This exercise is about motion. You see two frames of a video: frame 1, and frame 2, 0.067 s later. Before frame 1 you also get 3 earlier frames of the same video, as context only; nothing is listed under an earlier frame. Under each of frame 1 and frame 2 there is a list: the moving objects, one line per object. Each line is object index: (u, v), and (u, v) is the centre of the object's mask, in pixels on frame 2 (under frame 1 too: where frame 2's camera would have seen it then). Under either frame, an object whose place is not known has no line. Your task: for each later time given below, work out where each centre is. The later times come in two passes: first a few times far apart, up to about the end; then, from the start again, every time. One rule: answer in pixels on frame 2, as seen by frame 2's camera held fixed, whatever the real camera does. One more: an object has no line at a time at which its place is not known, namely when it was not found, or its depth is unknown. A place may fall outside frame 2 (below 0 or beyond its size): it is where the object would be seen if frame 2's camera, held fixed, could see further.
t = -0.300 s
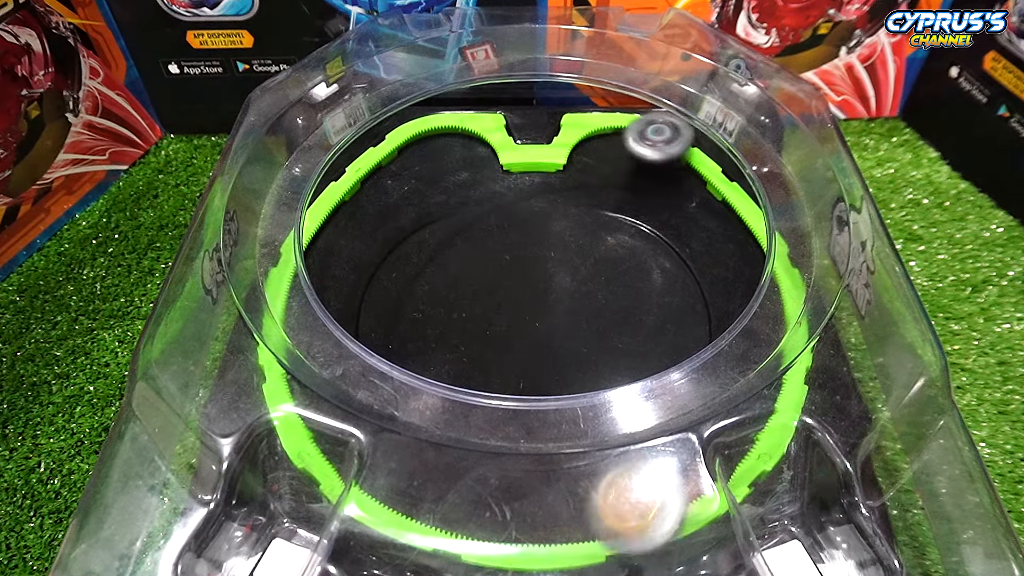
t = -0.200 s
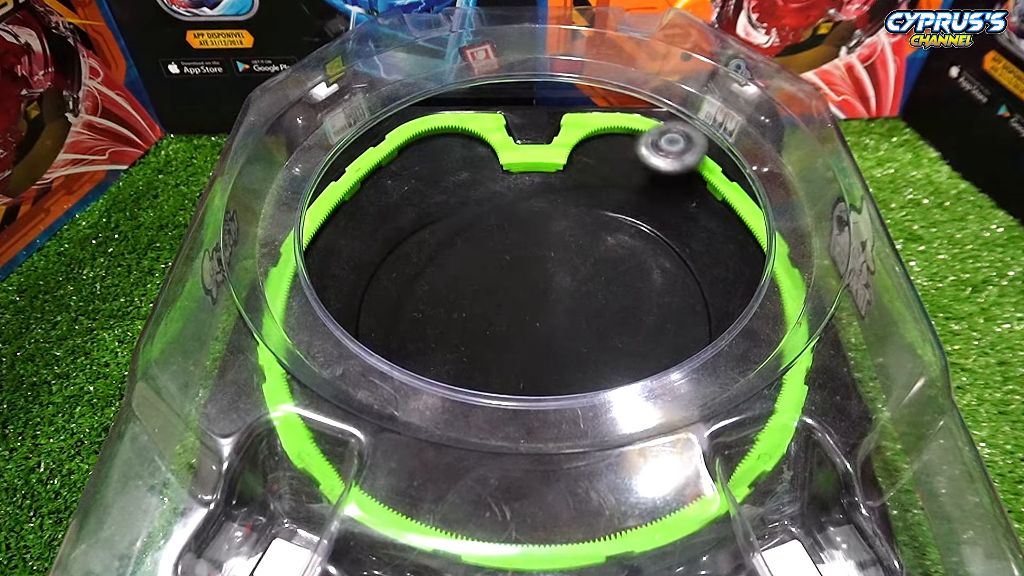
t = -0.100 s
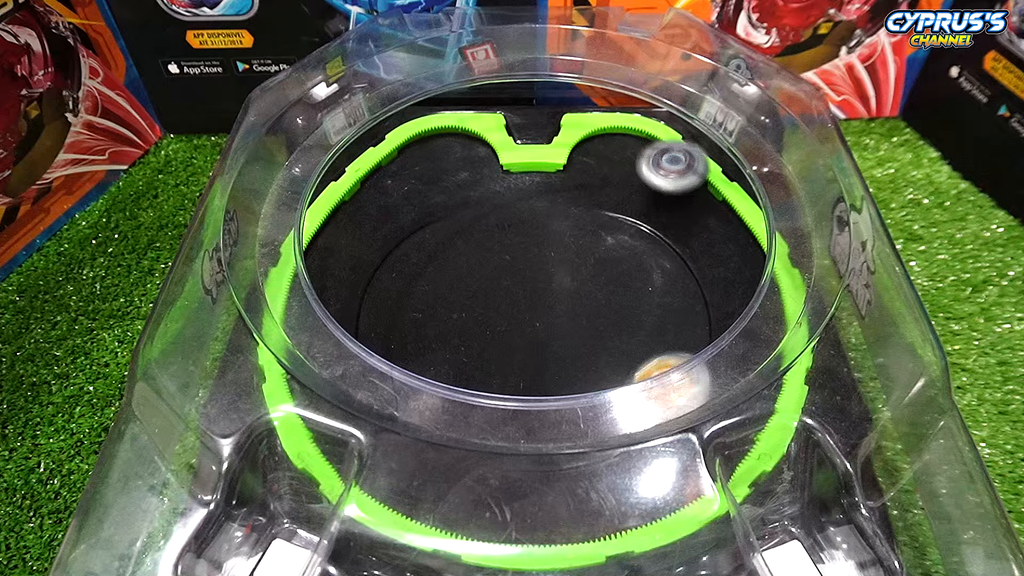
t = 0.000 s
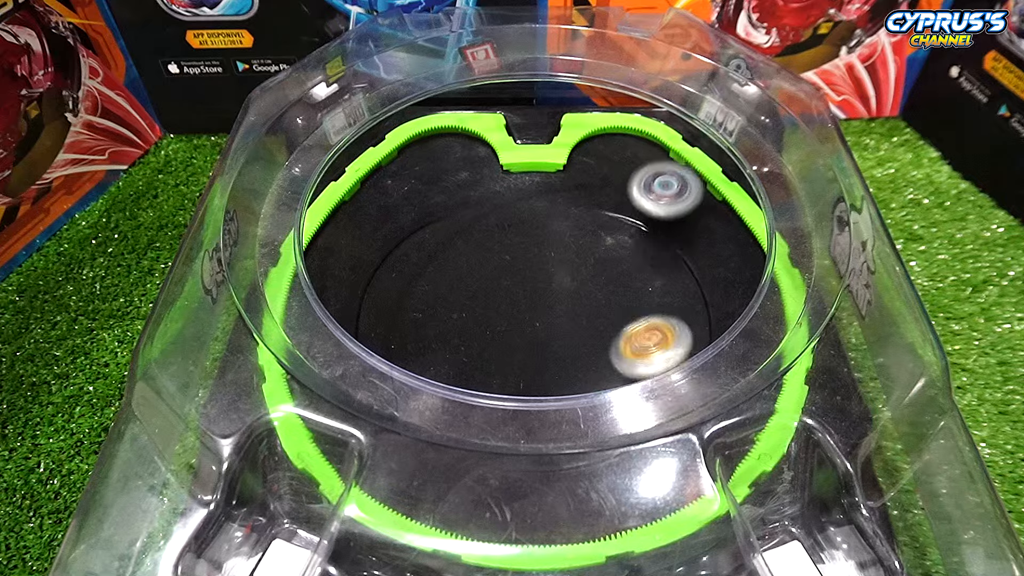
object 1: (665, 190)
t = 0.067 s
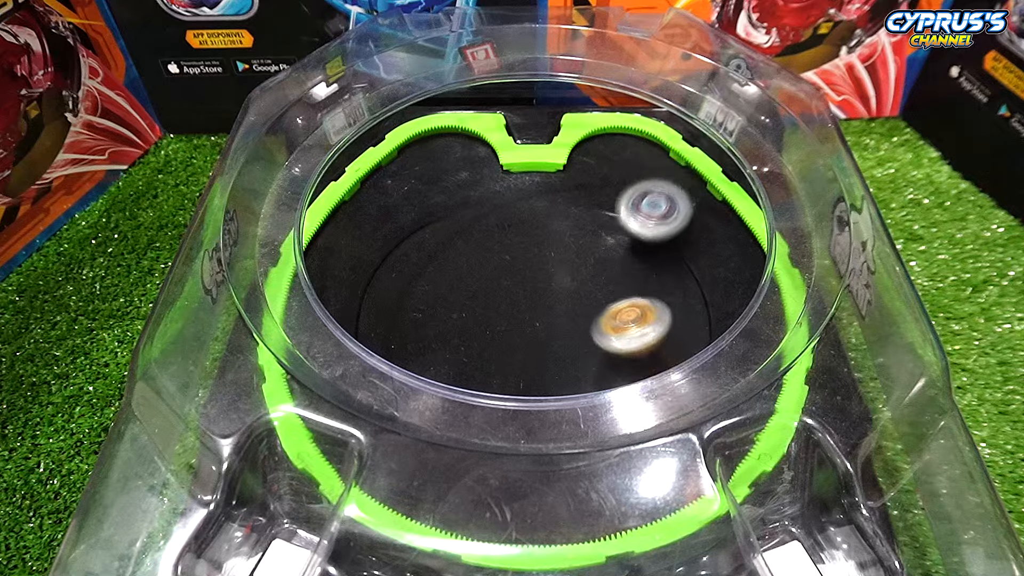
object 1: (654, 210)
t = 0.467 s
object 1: (520, 251)
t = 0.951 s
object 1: (527, 263)
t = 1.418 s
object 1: (524, 260)
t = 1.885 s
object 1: (615, 165)
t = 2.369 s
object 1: (644, 162)
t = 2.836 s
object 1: (630, 128)
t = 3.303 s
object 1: (540, 305)
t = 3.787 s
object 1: (510, 263)
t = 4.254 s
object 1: (542, 352)
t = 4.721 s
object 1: (596, 341)
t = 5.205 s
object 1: (616, 256)
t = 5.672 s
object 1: (640, 232)
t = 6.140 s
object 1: (470, 243)
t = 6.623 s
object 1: (427, 280)
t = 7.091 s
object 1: (486, 394)
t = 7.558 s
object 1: (529, 356)
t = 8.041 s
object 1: (639, 270)
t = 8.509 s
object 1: (543, 261)
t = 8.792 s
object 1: (495, 241)
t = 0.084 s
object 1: (651, 219)
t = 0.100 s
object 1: (648, 226)
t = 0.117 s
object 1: (645, 235)
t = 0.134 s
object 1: (642, 245)
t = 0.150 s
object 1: (639, 253)
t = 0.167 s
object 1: (636, 252)
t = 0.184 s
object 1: (632, 252)
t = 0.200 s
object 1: (629, 255)
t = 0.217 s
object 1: (624, 262)
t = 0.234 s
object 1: (619, 270)
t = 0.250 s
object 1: (612, 272)
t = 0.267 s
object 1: (605, 275)
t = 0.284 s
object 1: (597, 276)
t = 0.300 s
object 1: (589, 277)
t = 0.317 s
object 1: (580, 277)
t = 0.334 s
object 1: (572, 276)
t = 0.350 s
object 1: (564, 275)
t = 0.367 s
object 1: (556, 273)
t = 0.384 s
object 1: (549, 270)
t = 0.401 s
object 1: (542, 267)
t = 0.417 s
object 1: (536, 264)
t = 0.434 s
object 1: (531, 260)
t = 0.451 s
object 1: (525, 256)
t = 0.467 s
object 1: (520, 251)
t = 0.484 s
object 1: (516, 246)
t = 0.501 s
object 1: (512, 241)
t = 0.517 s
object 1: (509, 235)
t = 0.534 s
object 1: (507, 229)
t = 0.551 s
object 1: (507, 224)
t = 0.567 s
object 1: (507, 218)
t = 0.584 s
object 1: (509, 214)
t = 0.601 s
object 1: (512, 210)
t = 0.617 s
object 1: (516, 207)
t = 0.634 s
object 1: (520, 205)
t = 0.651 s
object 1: (525, 204)
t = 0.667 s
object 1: (530, 203)
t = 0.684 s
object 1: (535, 203)
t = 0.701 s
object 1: (540, 205)
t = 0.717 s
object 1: (545, 208)
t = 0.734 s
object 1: (550, 213)
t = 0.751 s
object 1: (553, 219)
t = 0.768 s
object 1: (555, 226)
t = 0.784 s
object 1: (556, 233)
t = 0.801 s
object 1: (556, 241)
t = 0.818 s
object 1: (553, 249)
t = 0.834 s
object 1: (550, 256)
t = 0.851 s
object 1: (545, 263)
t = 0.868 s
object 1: (539, 270)
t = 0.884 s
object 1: (537, 268)
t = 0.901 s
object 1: (535, 266)
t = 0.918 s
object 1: (532, 264)
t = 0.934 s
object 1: (529, 263)
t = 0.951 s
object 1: (527, 263)
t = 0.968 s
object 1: (525, 262)
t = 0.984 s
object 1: (523, 262)
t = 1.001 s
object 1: (521, 262)
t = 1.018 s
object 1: (520, 262)
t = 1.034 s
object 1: (519, 262)
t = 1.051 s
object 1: (517, 262)
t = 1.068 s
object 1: (516, 262)
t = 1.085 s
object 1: (515, 261)
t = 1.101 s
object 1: (514, 261)
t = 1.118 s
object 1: (513, 261)
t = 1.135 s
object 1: (512, 261)
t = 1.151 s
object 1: (511, 261)
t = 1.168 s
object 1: (511, 261)
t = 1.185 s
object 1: (511, 260)
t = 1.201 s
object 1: (510, 260)
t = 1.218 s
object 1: (511, 260)
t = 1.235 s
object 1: (511, 261)
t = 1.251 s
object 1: (511, 261)
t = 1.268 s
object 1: (512, 262)
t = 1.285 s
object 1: (513, 263)
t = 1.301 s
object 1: (513, 264)
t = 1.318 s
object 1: (514, 265)
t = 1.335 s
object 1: (515, 267)
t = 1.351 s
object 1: (515, 268)
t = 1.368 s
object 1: (516, 269)
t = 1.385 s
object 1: (518, 269)
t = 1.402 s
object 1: (521, 264)
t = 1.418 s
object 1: (524, 260)
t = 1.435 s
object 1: (527, 256)
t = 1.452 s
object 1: (528, 254)
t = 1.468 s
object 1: (530, 253)
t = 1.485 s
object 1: (531, 252)
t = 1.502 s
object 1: (533, 252)
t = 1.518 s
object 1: (535, 252)
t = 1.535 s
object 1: (536, 253)
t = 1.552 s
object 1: (538, 255)
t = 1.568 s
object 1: (539, 257)
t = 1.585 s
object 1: (541, 259)
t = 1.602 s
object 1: (542, 261)
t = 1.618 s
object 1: (544, 263)
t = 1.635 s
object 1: (545, 266)
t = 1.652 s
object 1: (546, 268)
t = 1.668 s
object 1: (546, 270)
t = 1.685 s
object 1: (546, 273)
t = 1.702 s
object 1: (546, 275)
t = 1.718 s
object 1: (545, 277)
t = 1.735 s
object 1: (549, 265)
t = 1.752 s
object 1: (556, 248)
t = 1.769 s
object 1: (562, 233)
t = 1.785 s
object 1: (569, 219)
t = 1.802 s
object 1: (576, 206)
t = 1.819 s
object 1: (584, 194)
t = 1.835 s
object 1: (592, 185)
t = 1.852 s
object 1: (600, 177)
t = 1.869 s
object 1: (607, 171)
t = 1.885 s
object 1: (615, 165)
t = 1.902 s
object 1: (622, 161)
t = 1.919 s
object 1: (629, 158)
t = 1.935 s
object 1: (634, 154)
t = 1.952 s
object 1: (640, 151)
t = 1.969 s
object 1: (646, 148)
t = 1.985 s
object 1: (651, 144)
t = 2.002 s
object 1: (657, 140)
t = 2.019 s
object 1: (660, 138)
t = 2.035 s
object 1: (663, 137)
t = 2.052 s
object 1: (663, 137)
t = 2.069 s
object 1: (663, 138)
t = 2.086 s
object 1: (663, 138)
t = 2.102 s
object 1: (664, 138)
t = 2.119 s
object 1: (664, 139)
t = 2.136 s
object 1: (665, 140)
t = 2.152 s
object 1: (665, 140)
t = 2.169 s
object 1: (666, 141)
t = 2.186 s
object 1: (665, 141)
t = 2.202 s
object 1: (665, 142)
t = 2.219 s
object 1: (664, 144)
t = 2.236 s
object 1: (663, 146)
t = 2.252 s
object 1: (662, 147)
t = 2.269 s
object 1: (660, 149)
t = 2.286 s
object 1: (658, 151)
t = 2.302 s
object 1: (656, 153)
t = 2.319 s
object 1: (653, 155)
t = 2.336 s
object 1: (650, 157)
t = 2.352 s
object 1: (647, 160)
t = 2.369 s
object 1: (644, 162)
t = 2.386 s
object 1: (642, 157)
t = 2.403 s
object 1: (642, 149)
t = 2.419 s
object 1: (642, 145)
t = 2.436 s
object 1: (642, 145)
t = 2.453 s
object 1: (640, 147)
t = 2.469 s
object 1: (639, 147)
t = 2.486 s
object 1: (639, 145)
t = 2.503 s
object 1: (639, 146)
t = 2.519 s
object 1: (638, 146)
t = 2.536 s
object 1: (638, 144)
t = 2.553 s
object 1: (637, 143)
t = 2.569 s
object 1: (637, 140)
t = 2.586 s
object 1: (636, 137)
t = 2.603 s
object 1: (636, 135)
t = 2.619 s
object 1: (635, 133)
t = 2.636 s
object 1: (635, 130)
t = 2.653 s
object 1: (635, 128)
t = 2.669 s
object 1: (635, 127)
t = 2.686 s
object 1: (635, 125)
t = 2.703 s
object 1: (635, 123)
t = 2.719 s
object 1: (634, 122)
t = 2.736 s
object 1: (635, 121)
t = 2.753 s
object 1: (635, 122)
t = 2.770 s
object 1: (635, 123)
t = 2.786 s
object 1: (634, 124)
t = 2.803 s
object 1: (633, 125)
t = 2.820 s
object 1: (631, 126)
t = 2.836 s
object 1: (630, 128)
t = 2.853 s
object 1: (628, 131)
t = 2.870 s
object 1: (626, 134)
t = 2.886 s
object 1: (623, 137)
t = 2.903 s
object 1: (621, 141)
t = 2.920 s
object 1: (618, 146)
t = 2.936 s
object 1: (615, 150)
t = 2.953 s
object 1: (613, 154)
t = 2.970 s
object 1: (609, 158)
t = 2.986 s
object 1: (606, 162)
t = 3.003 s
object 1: (603, 168)
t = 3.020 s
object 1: (600, 174)
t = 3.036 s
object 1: (597, 181)
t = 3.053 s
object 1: (594, 189)
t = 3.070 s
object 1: (592, 197)
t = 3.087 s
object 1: (590, 206)
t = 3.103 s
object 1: (589, 215)
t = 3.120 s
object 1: (588, 224)
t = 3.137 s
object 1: (586, 233)
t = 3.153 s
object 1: (584, 241)
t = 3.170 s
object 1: (581, 249)
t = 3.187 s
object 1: (576, 258)
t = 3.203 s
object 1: (571, 267)
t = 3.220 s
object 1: (564, 277)
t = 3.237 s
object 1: (558, 286)
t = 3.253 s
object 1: (551, 293)
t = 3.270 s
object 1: (548, 298)
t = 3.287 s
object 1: (543, 302)
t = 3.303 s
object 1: (540, 305)
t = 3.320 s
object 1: (536, 309)
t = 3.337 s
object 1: (531, 311)
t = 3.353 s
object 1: (525, 314)
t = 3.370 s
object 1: (518, 317)
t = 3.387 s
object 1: (511, 320)
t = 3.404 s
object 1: (504, 322)
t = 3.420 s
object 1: (496, 323)
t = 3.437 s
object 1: (489, 324)
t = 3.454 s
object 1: (483, 324)
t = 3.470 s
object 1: (476, 324)
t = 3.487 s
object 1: (474, 320)
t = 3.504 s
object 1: (472, 315)
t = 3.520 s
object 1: (470, 310)
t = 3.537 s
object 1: (468, 305)
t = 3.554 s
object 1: (466, 301)
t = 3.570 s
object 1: (465, 296)
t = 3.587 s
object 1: (465, 292)
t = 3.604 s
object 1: (465, 288)
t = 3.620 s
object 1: (466, 284)
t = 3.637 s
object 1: (468, 280)
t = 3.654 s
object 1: (471, 277)
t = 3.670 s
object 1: (475, 274)
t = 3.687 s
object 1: (478, 271)
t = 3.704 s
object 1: (483, 268)
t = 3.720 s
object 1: (487, 266)
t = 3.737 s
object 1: (492, 265)
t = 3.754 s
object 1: (498, 264)
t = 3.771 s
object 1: (504, 263)
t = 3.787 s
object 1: (510, 263)
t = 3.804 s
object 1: (516, 263)
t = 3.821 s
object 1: (523, 264)
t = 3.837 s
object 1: (529, 265)
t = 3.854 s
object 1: (535, 268)
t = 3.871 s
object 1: (541, 271)
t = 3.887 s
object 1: (546, 273)
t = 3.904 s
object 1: (551, 277)
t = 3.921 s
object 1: (556, 280)
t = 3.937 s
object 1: (560, 284)
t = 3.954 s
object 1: (564, 289)
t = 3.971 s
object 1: (567, 293)
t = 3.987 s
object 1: (570, 298)
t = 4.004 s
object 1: (572, 303)
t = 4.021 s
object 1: (573, 309)
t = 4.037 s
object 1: (574, 314)
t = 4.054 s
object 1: (574, 319)
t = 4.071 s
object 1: (574, 324)
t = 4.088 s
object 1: (572, 328)
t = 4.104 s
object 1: (570, 332)
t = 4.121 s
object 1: (568, 336)
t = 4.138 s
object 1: (565, 340)
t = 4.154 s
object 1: (562, 343)
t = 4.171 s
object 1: (558, 346)
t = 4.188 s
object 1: (554, 349)
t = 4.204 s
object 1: (549, 351)
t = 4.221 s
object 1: (543, 353)
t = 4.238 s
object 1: (538, 355)
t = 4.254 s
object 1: (542, 352)
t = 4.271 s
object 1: (551, 349)
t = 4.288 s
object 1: (560, 349)
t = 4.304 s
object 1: (568, 347)
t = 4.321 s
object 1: (573, 346)
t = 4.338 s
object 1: (578, 346)
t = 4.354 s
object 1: (583, 346)
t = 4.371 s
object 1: (588, 346)
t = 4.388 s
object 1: (592, 347)
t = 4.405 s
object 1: (596, 347)
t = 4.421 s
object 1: (601, 348)
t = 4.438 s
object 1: (605, 349)
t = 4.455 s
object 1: (609, 349)
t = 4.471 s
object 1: (613, 350)
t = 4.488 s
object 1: (616, 351)
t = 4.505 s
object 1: (618, 352)
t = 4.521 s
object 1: (620, 353)
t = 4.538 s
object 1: (621, 353)
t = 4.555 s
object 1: (621, 354)
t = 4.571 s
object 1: (621, 354)
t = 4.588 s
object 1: (620, 355)
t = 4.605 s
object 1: (617, 355)
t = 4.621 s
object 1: (614, 355)
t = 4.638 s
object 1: (612, 354)
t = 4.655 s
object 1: (609, 353)
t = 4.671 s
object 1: (605, 351)
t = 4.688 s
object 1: (602, 348)
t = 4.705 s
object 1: (599, 344)
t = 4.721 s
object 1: (596, 341)
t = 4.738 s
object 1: (593, 337)
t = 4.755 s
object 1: (591, 333)
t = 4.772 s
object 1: (588, 328)
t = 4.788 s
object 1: (587, 323)
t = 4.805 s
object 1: (585, 317)
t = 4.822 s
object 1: (585, 312)
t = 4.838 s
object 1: (584, 307)
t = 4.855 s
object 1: (584, 302)
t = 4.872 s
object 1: (585, 297)
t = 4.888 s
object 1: (585, 292)
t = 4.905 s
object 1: (586, 287)
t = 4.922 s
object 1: (587, 283)
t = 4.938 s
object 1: (589, 279)
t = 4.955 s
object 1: (590, 274)
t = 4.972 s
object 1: (593, 270)
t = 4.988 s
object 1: (595, 267)
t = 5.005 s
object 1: (597, 264)
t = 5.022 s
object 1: (600, 261)
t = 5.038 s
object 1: (602, 258)
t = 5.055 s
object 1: (605, 256)
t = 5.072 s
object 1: (607, 254)
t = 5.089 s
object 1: (610, 252)
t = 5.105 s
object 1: (613, 251)
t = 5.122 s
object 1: (614, 251)
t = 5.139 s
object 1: (616, 252)
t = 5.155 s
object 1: (617, 252)
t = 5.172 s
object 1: (617, 253)
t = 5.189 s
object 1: (617, 254)
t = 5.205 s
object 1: (616, 256)
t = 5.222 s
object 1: (615, 258)
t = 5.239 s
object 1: (613, 261)
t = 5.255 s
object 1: (610, 263)
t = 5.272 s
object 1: (605, 266)
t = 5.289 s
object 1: (602, 266)
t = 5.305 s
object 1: (610, 257)
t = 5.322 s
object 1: (621, 246)
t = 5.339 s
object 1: (629, 236)
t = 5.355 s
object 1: (637, 228)
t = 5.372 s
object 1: (644, 222)
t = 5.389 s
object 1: (650, 216)
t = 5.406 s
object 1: (656, 213)
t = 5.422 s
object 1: (656, 213)
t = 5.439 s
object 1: (655, 216)
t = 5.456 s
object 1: (655, 222)
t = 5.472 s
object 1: (654, 223)
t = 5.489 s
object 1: (654, 224)
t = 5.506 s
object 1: (653, 228)
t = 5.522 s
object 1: (653, 229)
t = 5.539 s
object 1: (653, 230)
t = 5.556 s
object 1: (653, 231)
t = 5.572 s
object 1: (652, 231)
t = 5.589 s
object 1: (652, 231)
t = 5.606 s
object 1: (651, 230)
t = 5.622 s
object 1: (648, 230)
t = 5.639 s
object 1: (646, 230)
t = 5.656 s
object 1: (644, 231)
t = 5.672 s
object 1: (640, 232)
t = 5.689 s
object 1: (637, 233)
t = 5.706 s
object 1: (632, 235)
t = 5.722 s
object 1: (627, 236)
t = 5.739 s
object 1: (622, 238)
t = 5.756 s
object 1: (616, 239)
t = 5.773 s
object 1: (610, 241)
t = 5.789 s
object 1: (603, 242)
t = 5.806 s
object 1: (597, 243)
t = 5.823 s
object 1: (590, 243)
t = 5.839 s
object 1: (583, 244)
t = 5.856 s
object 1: (576, 245)
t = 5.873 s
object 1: (570, 246)
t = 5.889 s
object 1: (563, 246)
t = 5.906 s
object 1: (557, 246)
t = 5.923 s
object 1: (551, 247)
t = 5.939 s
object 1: (544, 247)
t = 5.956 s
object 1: (538, 247)
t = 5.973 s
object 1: (531, 247)
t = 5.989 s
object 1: (524, 247)
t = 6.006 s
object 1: (518, 247)
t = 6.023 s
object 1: (512, 246)
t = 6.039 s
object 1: (505, 246)
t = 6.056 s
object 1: (499, 246)
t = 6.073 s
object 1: (493, 245)
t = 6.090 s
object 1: (487, 245)
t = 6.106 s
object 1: (481, 244)
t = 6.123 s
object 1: (475, 244)
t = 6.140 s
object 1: (470, 243)
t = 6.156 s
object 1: (464, 242)
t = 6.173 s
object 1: (459, 241)
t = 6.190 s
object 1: (454, 241)
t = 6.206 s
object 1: (448, 240)
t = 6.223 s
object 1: (444, 239)
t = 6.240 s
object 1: (439, 239)
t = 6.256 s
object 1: (434, 238)
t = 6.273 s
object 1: (431, 237)
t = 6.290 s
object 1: (426, 237)
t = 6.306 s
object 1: (422, 236)
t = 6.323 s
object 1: (418, 236)
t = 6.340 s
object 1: (415, 236)
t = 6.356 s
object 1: (413, 236)
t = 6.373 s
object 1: (410, 237)
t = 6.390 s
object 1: (409, 237)
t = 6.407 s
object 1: (407, 238)
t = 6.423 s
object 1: (406, 239)
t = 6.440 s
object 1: (406, 240)
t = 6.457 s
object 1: (406, 242)
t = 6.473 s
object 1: (407, 244)
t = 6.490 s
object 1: (409, 247)
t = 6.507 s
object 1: (411, 251)
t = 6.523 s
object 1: (413, 254)
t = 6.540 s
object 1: (416, 258)
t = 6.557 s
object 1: (418, 262)
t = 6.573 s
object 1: (421, 266)
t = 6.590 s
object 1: (423, 271)
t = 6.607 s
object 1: (425, 275)
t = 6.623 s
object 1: (427, 280)
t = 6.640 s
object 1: (430, 285)
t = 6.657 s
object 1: (433, 290)
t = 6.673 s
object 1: (435, 295)
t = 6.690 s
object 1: (437, 299)
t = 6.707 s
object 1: (440, 304)
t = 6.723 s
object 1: (441, 309)
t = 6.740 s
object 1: (444, 313)
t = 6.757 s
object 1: (445, 318)
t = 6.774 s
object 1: (448, 323)
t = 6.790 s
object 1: (450, 328)
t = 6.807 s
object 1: (452, 333)
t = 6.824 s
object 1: (454, 337)
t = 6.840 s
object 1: (456, 342)
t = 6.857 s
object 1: (458, 346)
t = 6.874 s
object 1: (460, 350)
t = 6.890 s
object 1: (462, 355)
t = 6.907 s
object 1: (464, 358)
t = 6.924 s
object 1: (466, 361)
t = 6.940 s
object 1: (468, 364)
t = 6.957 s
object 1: (471, 366)
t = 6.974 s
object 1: (473, 368)
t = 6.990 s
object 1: (475, 370)
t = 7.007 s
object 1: (478, 373)
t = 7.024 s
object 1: (478, 382)
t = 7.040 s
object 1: (480, 384)
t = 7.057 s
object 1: (482, 389)
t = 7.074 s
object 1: (484, 392)
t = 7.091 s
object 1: (486, 394)
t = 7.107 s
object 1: (488, 395)
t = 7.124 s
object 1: (490, 397)
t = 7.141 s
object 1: (492, 406)
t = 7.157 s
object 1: (494, 407)
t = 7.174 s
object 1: (497, 406)
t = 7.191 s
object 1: (498, 407)
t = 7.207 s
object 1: (504, 398)
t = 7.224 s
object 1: (507, 398)
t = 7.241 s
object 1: (510, 398)
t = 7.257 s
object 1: (513, 398)
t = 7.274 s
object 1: (511, 399)
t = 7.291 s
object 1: (509, 399)
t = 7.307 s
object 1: (507, 406)
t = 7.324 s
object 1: (504, 405)
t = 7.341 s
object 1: (506, 397)
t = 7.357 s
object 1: (504, 397)
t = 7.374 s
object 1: (504, 397)
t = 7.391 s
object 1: (504, 394)
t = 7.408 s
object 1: (504, 390)
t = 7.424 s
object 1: (506, 385)
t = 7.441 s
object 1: (508, 376)
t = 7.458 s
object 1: (510, 374)
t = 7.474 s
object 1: (512, 373)
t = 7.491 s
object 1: (514, 370)
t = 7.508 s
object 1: (517, 368)
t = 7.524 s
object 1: (521, 365)
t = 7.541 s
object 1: (525, 361)
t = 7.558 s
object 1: (529, 356)
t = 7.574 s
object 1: (533, 352)
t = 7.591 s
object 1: (538, 347)
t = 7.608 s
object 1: (543, 343)
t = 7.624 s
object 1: (548, 339)
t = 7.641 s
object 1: (552, 335)
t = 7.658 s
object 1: (557, 331)
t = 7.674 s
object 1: (561, 328)
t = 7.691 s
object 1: (565, 325)
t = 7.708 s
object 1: (569, 321)
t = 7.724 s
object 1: (573, 318)
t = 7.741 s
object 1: (577, 315)
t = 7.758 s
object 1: (581, 312)
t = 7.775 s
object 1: (585, 309)
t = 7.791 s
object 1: (588, 306)
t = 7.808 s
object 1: (592, 303)
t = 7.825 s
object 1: (596, 300)
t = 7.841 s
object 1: (600, 297)
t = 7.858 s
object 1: (603, 294)
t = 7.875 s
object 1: (607, 291)
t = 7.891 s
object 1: (611, 288)
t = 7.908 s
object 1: (614, 285)
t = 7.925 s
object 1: (618, 283)
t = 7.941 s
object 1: (621, 280)
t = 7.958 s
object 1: (624, 278)
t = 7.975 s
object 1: (627, 276)
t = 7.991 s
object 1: (631, 274)
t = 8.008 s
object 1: (634, 273)
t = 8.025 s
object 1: (636, 271)
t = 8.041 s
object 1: (639, 270)
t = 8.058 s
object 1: (640, 269)
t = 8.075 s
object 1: (642, 269)
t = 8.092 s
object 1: (642, 269)
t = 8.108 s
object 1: (643, 268)
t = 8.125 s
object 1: (642, 268)
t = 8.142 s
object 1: (641, 269)
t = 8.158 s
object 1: (639, 270)
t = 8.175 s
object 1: (636, 271)
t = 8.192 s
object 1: (633, 272)
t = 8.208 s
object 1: (628, 273)
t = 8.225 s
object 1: (624, 274)
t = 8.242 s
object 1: (618, 275)
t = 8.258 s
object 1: (613, 275)
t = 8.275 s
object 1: (608, 276)
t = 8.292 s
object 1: (602, 276)
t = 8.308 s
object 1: (597, 276)
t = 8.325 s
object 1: (594, 275)
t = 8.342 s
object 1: (591, 274)
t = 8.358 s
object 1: (586, 273)
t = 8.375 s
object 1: (581, 272)
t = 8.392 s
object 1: (576, 271)
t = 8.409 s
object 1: (571, 270)
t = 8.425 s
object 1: (566, 269)
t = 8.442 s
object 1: (561, 267)
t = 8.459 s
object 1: (556, 266)
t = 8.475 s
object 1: (552, 264)
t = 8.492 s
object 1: (547, 263)
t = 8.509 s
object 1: (543, 261)
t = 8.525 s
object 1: (538, 260)
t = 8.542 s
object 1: (534, 258)
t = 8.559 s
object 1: (530, 256)
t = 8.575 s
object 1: (526, 254)
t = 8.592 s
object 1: (522, 252)
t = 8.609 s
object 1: (518, 251)
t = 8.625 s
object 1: (514, 249)
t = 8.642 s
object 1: (512, 248)
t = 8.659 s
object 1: (509, 246)
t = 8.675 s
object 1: (507, 245)
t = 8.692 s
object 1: (504, 243)
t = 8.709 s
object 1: (502, 242)
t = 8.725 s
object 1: (500, 241)
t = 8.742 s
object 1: (499, 241)
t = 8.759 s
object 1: (497, 241)
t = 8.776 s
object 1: (496, 240)
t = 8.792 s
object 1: (495, 241)
